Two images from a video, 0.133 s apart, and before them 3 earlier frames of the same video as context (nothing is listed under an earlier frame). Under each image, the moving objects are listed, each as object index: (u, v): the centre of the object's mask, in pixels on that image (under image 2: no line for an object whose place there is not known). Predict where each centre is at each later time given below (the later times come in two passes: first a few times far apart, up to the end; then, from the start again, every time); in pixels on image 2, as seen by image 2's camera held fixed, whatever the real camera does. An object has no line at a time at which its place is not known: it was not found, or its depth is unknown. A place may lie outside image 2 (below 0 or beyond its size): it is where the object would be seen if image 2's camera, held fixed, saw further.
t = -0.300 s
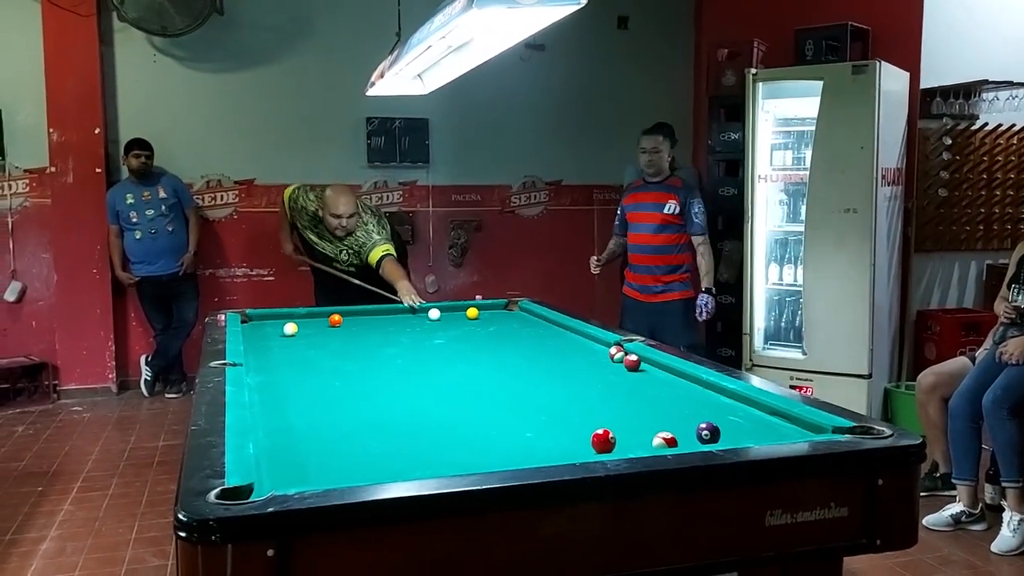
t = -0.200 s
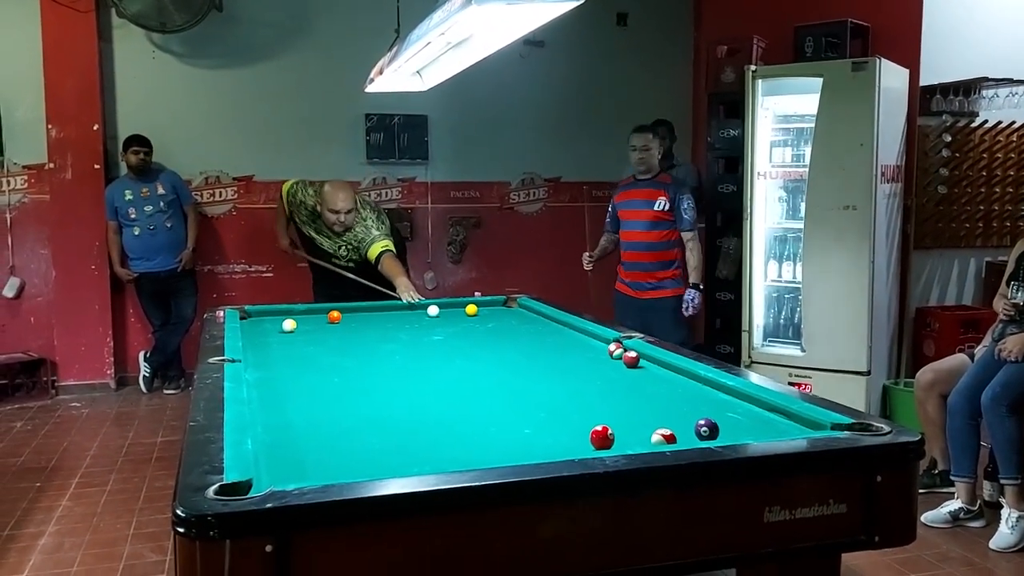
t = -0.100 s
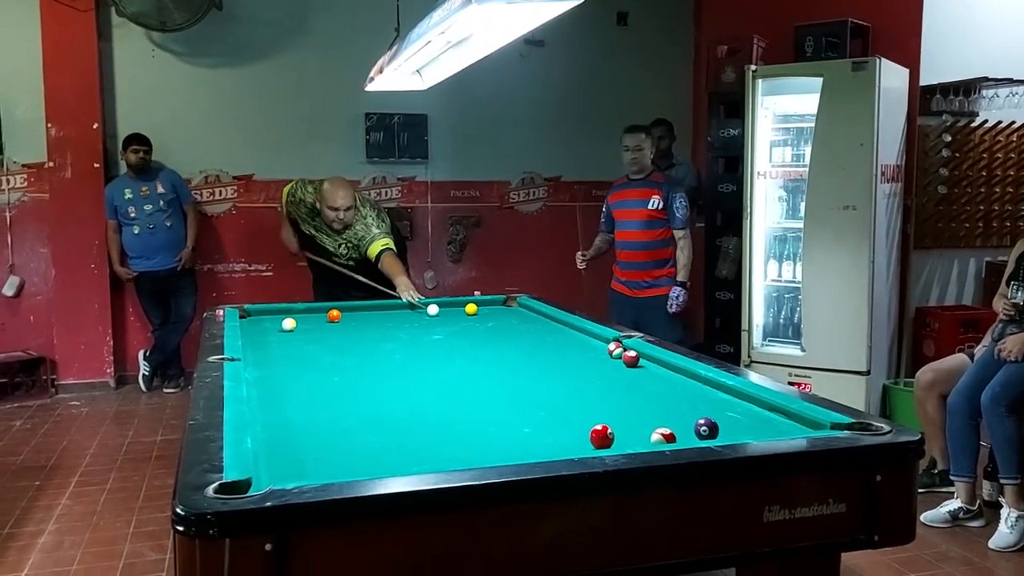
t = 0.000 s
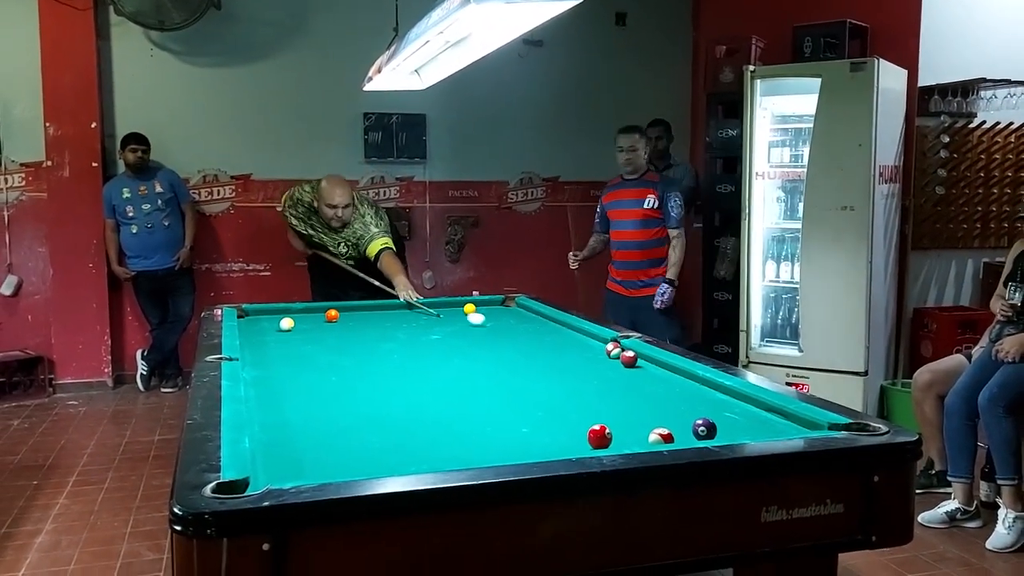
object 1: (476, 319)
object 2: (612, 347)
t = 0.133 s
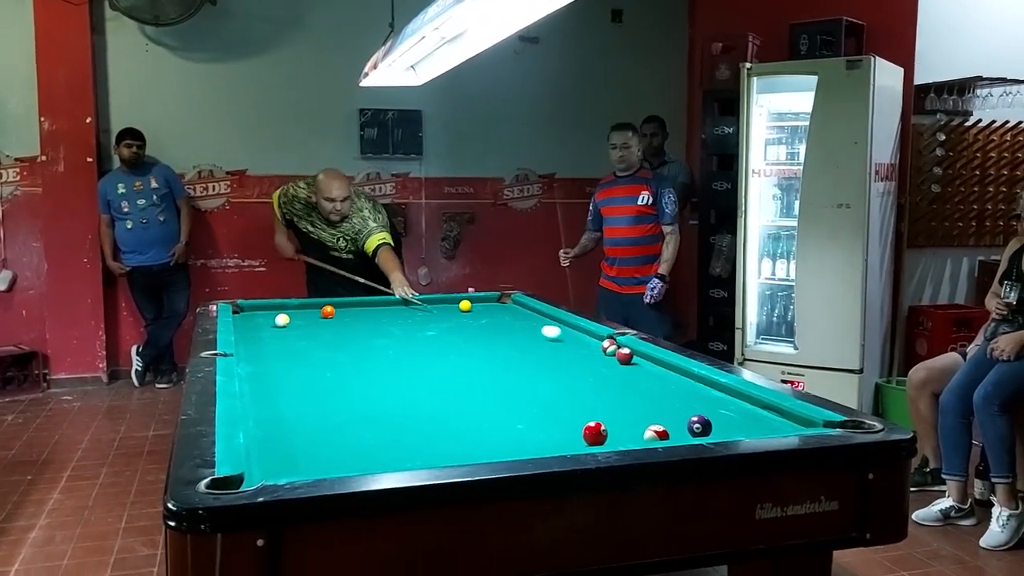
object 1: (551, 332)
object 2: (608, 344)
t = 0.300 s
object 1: (594, 342)
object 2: (616, 352)
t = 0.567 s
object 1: (522, 339)
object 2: (611, 354)
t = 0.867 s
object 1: (449, 335)
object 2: (606, 355)
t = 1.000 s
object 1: (418, 333)
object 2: (604, 356)
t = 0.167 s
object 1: (572, 336)
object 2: (608, 344)
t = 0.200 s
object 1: (594, 342)
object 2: (608, 344)
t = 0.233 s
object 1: (611, 343)
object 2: (614, 353)
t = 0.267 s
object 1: (604, 342)
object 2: (617, 352)
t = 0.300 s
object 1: (594, 342)
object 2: (616, 352)
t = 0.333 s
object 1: (584, 342)
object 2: (616, 352)
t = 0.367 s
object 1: (575, 341)
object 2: (615, 353)
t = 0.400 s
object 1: (566, 341)
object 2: (615, 354)
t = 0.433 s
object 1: (557, 341)
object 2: (614, 354)
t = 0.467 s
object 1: (548, 340)
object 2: (613, 354)
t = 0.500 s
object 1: (539, 340)
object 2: (612, 353)
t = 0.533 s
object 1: (531, 339)
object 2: (612, 354)
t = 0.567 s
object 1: (522, 339)
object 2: (611, 354)
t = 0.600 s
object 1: (514, 338)
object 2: (611, 354)
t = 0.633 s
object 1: (505, 338)
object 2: (610, 355)
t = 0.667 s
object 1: (497, 338)
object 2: (609, 355)
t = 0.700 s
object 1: (489, 337)
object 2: (609, 355)
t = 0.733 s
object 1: (481, 337)
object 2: (608, 355)
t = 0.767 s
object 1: (472, 336)
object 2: (607, 356)
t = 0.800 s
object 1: (464, 336)
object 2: (607, 355)
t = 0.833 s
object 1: (456, 335)
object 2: (606, 356)
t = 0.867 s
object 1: (449, 335)
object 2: (606, 355)
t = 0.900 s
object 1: (441, 334)
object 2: (605, 356)
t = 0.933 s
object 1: (433, 334)
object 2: (604, 356)
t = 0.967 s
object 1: (425, 333)
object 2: (604, 356)
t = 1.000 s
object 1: (418, 333)
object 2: (604, 356)
